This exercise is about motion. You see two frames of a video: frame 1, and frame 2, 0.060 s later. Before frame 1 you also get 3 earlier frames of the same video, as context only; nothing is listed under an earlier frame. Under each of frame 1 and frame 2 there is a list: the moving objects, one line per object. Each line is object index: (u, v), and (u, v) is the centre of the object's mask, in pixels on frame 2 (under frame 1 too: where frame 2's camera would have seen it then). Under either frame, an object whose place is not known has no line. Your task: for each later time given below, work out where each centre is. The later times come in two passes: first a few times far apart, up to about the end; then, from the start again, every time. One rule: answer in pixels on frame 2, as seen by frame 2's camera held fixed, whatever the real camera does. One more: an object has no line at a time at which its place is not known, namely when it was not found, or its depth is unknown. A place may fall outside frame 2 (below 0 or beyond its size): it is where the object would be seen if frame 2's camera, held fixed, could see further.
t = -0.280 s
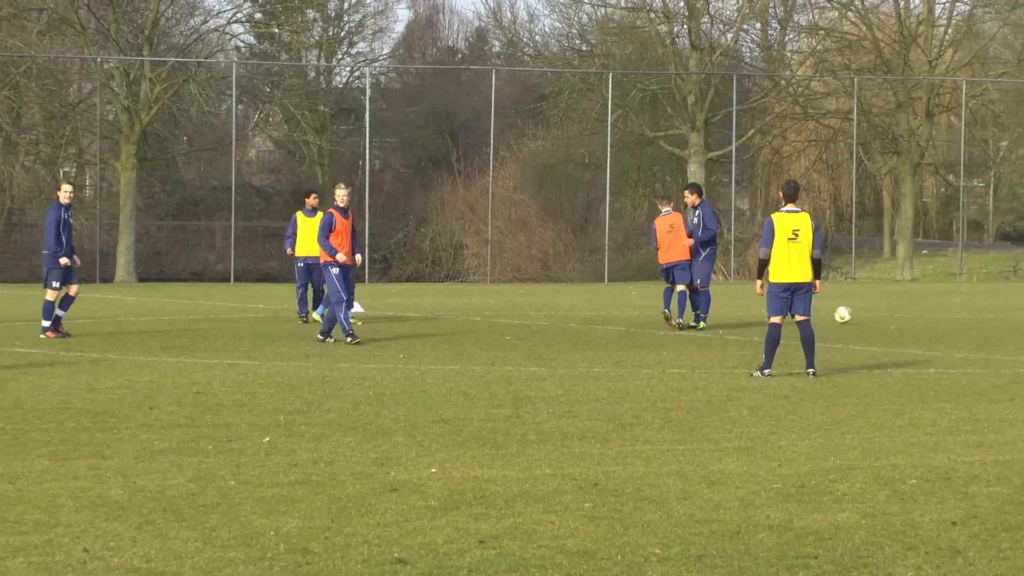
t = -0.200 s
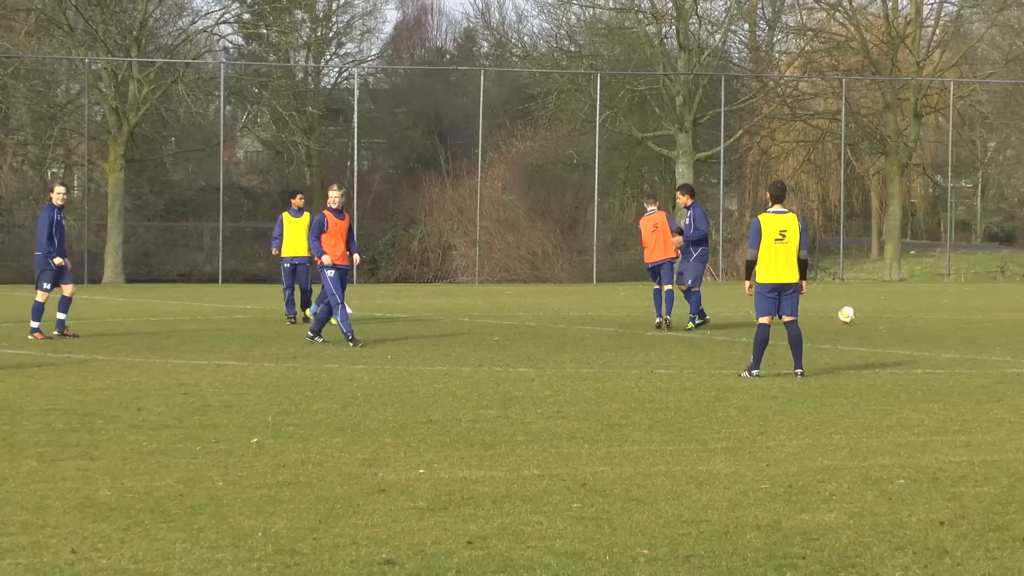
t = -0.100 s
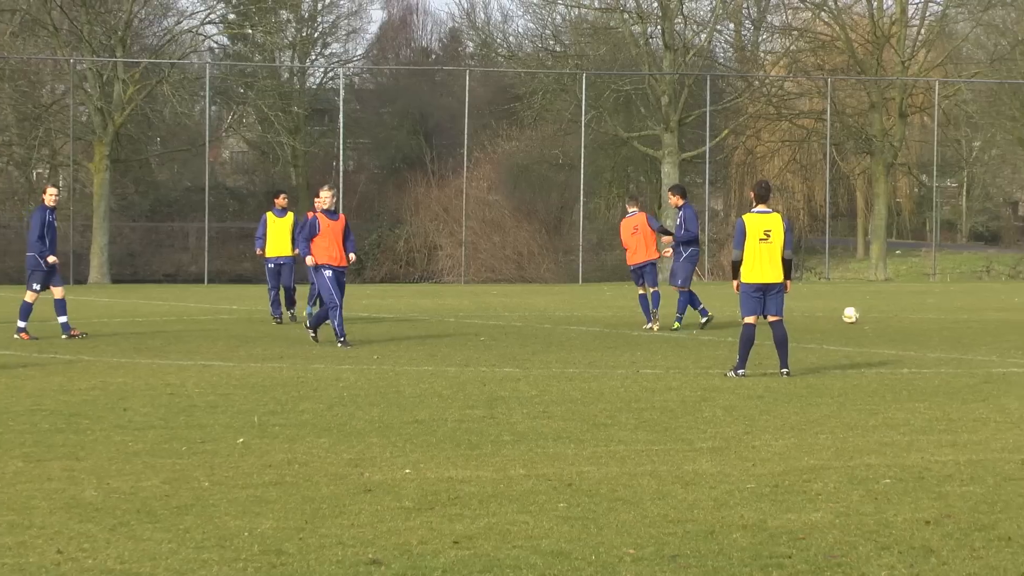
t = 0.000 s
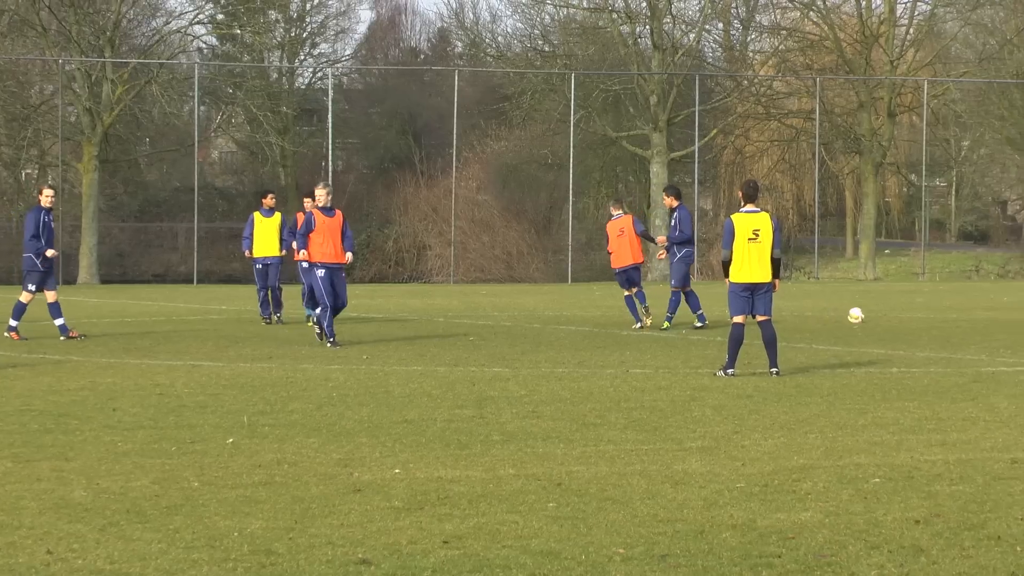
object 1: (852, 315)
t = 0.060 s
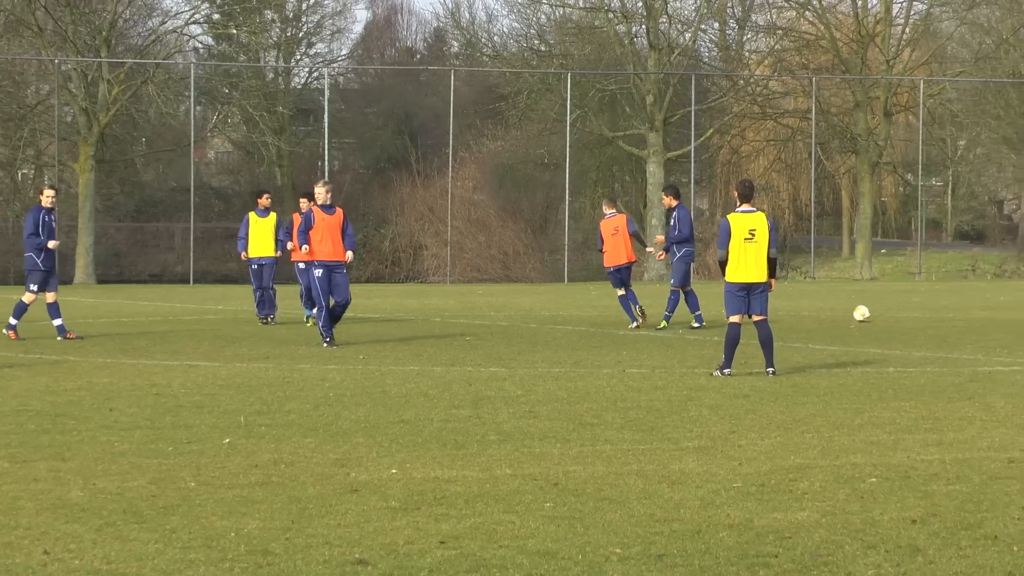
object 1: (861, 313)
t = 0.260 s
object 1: (892, 313)
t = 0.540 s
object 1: (931, 311)
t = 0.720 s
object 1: (954, 310)
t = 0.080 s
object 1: (865, 313)
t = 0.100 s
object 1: (868, 314)
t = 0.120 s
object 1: (871, 313)
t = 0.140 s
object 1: (874, 314)
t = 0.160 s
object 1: (877, 315)
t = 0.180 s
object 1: (881, 314)
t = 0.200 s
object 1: (883, 313)
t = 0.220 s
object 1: (886, 313)
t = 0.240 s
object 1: (889, 312)
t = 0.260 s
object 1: (892, 313)
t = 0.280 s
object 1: (895, 312)
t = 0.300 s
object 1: (898, 313)
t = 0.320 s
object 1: (901, 314)
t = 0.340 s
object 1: (904, 313)
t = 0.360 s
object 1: (907, 313)
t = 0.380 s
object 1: (909, 313)
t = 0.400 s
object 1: (913, 312)
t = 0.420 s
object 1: (915, 312)
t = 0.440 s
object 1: (918, 313)
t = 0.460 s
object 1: (921, 313)
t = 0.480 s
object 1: (923, 312)
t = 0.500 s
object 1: (926, 311)
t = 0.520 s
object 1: (929, 311)
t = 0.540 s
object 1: (931, 311)
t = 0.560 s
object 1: (934, 311)
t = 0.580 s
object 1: (937, 311)
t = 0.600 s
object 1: (939, 311)
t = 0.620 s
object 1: (942, 311)
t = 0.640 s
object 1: (944, 311)
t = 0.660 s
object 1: (947, 311)
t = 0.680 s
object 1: (949, 311)
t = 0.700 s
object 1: (952, 311)
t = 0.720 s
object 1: (954, 310)
